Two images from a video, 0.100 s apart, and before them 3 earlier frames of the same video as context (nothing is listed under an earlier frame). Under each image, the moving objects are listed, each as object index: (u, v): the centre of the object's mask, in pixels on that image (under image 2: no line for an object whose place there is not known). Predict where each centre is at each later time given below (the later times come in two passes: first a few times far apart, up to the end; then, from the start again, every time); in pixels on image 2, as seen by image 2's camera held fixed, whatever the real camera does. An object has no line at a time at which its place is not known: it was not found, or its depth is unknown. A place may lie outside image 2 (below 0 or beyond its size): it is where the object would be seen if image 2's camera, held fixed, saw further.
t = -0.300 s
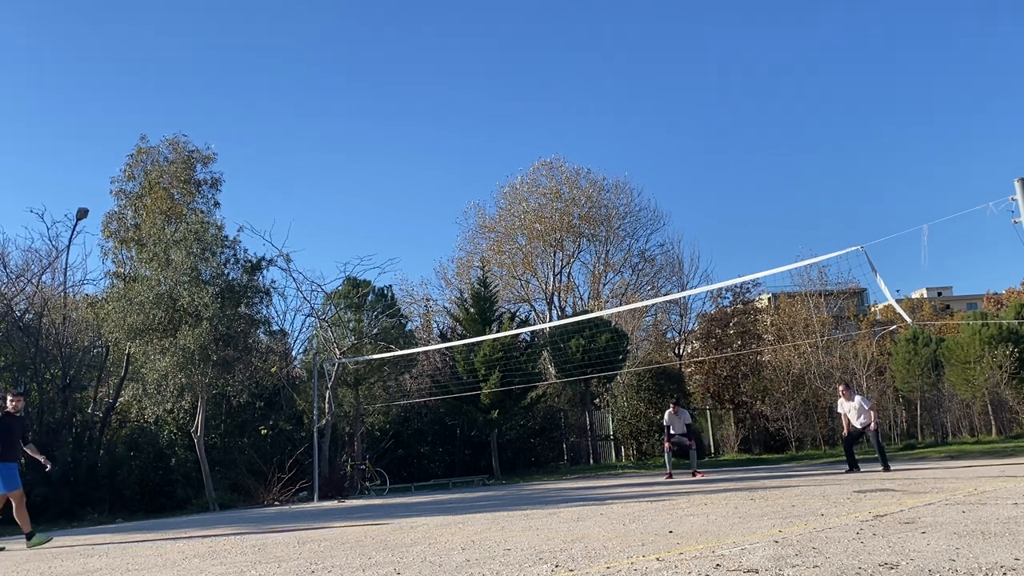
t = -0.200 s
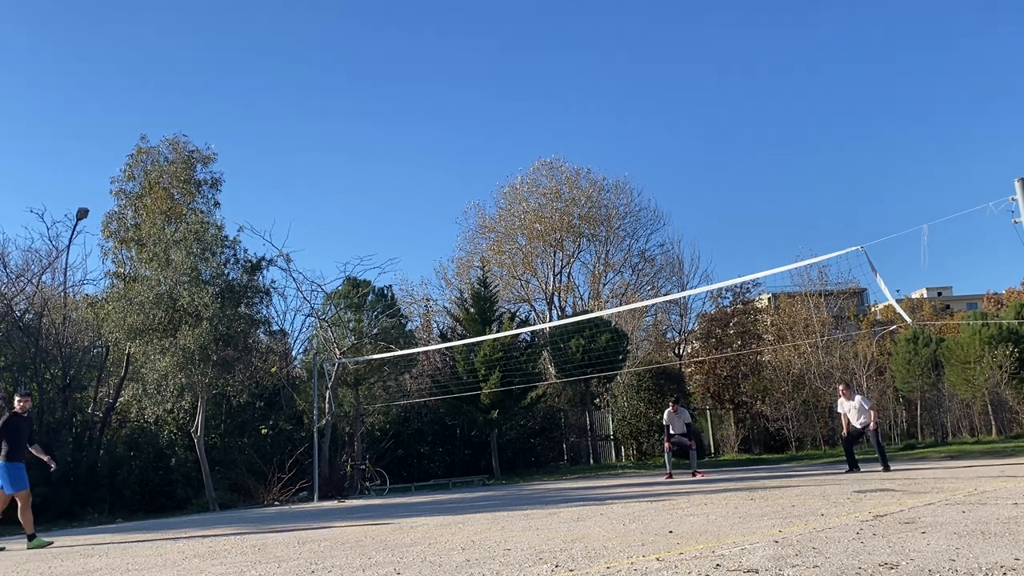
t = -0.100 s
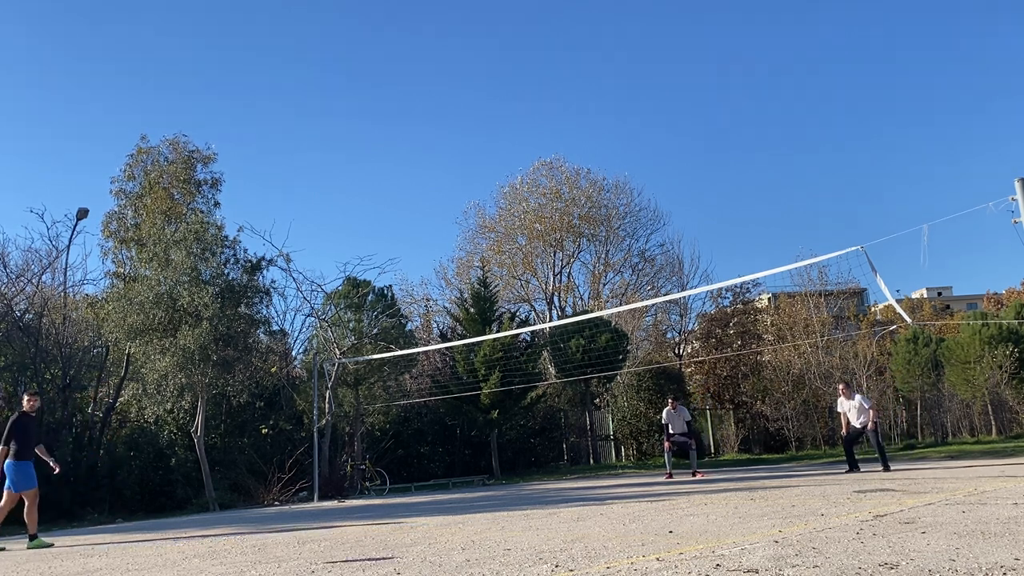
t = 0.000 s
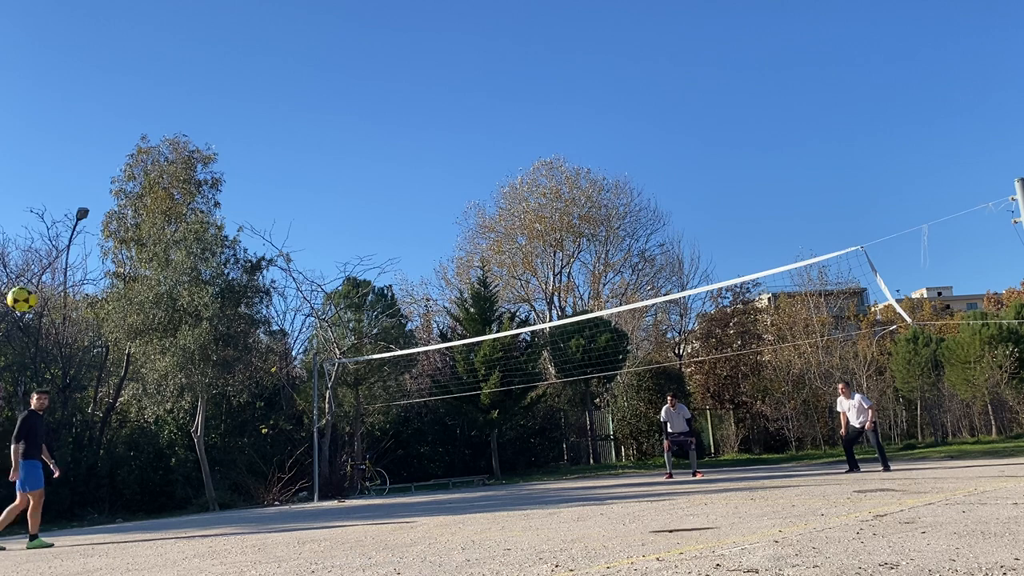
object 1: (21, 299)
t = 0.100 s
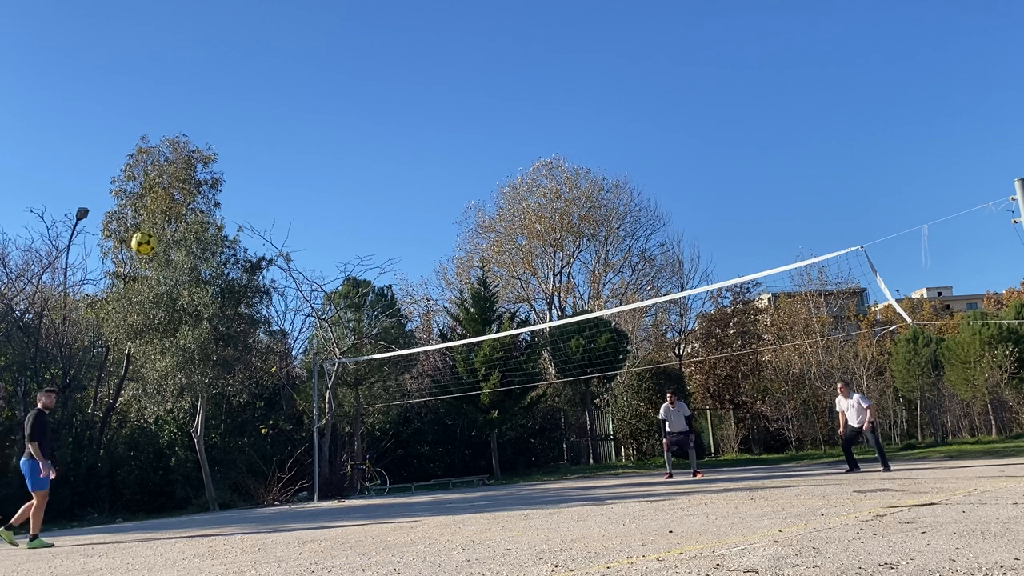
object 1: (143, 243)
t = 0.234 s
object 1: (275, 199)
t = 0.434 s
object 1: (424, 176)
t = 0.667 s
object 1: (551, 193)
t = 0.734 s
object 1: (581, 204)
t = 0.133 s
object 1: (179, 229)
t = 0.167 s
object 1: (213, 217)
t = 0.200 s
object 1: (245, 207)
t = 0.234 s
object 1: (275, 199)
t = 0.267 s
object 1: (303, 192)
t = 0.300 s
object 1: (330, 186)
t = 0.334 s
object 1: (355, 182)
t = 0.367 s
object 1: (379, 179)
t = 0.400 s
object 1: (402, 177)
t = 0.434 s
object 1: (424, 176)
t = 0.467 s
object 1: (444, 176)
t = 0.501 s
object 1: (464, 177)
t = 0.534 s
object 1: (483, 179)
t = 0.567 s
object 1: (501, 181)
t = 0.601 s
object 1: (518, 185)
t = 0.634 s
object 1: (535, 189)
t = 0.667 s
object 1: (551, 193)
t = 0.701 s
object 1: (566, 198)
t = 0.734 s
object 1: (581, 204)
